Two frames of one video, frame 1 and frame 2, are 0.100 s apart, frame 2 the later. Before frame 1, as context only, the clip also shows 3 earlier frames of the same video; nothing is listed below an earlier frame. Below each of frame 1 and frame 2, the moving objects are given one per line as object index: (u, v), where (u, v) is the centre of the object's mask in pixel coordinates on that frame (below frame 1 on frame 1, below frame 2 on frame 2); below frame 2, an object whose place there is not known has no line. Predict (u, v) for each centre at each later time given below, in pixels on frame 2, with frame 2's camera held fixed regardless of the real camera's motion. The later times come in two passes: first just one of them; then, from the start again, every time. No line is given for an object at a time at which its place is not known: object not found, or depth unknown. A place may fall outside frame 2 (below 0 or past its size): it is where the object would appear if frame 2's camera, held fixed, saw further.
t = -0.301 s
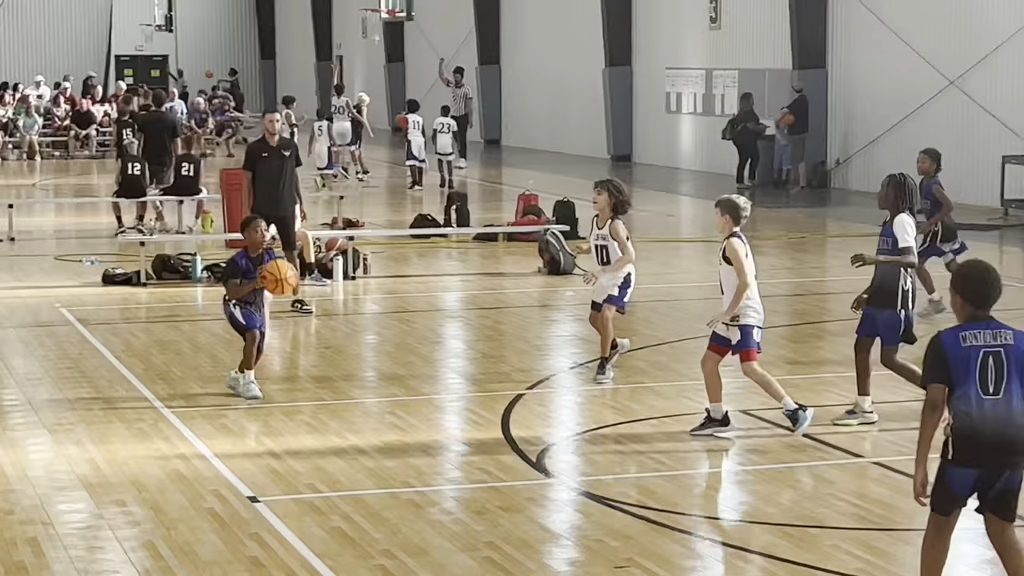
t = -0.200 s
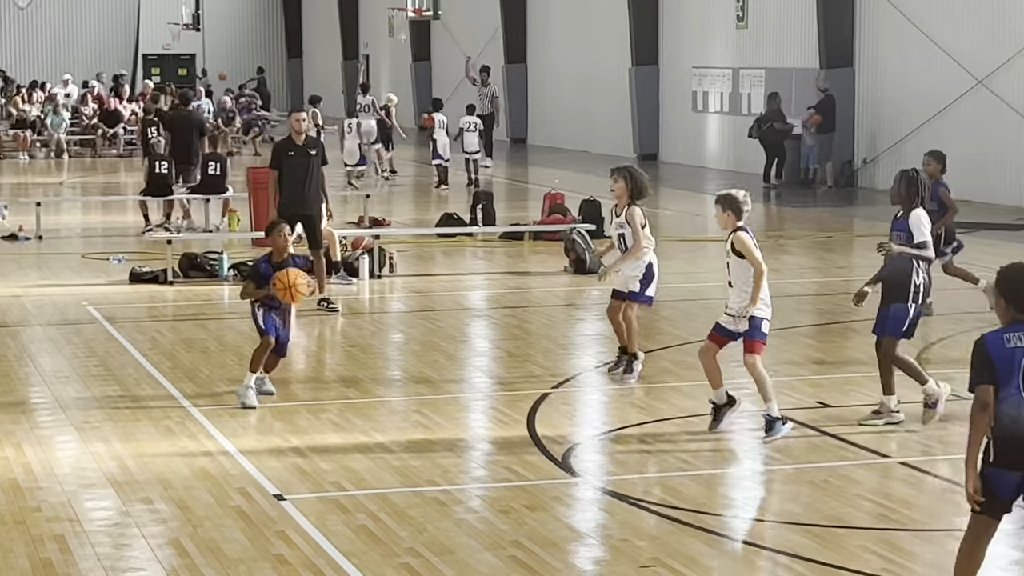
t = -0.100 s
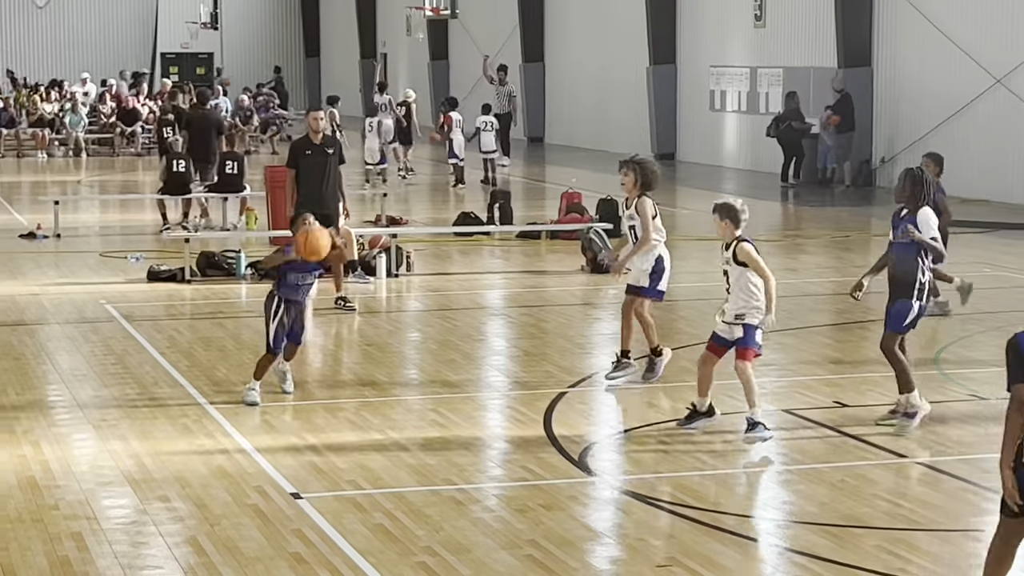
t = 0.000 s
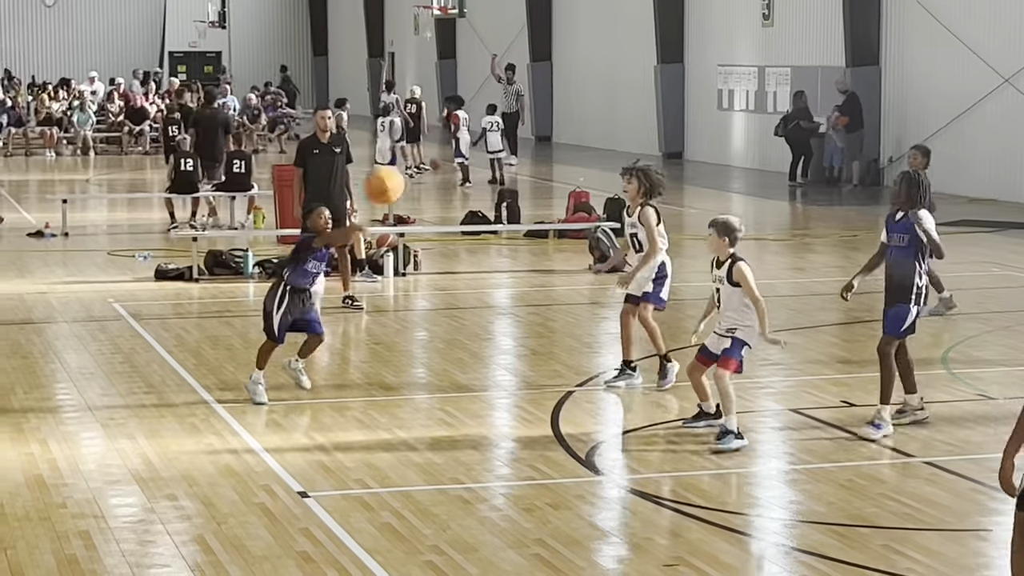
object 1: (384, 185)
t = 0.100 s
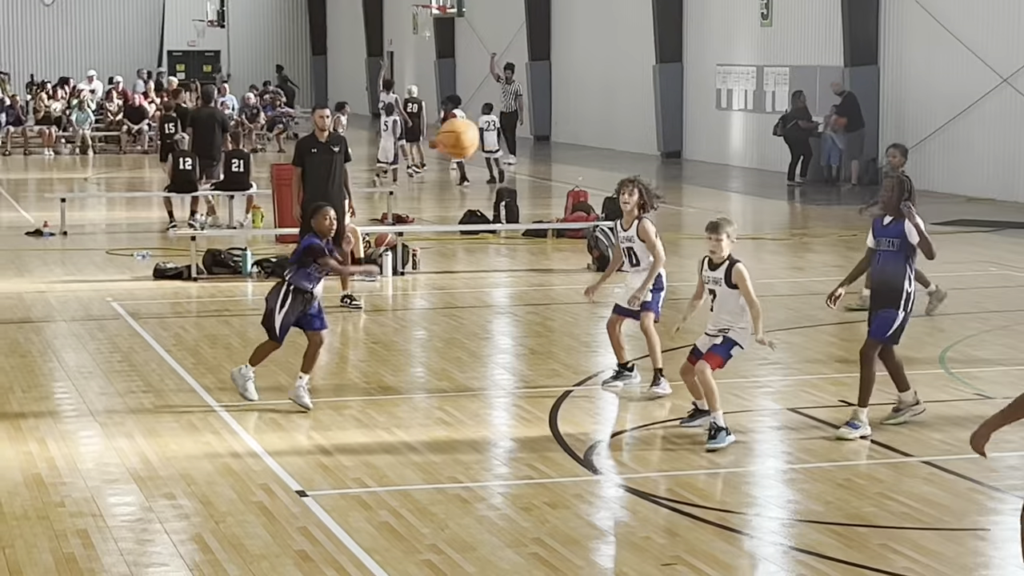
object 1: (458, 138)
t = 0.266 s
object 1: (603, 91)
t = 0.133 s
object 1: (486, 126)
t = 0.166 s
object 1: (513, 115)
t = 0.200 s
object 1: (542, 105)
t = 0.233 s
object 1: (571, 97)
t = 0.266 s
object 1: (603, 91)
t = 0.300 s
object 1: (636, 88)
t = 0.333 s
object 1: (668, 87)
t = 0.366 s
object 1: (704, 88)
